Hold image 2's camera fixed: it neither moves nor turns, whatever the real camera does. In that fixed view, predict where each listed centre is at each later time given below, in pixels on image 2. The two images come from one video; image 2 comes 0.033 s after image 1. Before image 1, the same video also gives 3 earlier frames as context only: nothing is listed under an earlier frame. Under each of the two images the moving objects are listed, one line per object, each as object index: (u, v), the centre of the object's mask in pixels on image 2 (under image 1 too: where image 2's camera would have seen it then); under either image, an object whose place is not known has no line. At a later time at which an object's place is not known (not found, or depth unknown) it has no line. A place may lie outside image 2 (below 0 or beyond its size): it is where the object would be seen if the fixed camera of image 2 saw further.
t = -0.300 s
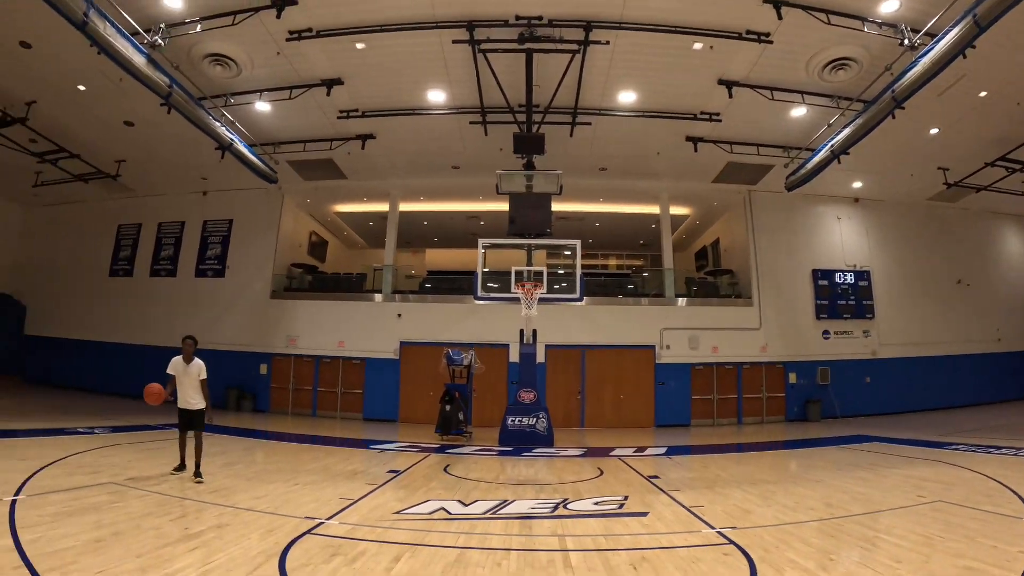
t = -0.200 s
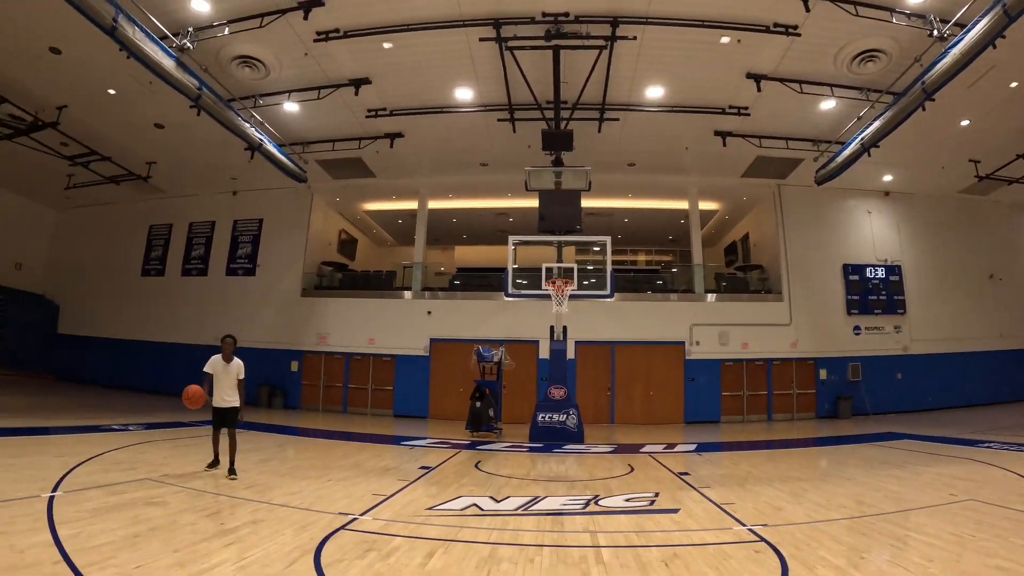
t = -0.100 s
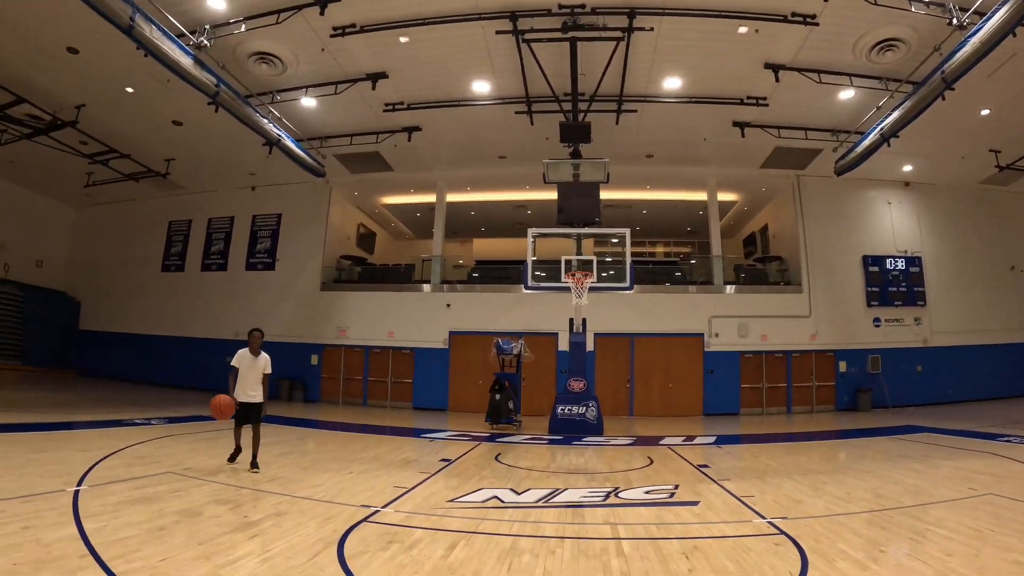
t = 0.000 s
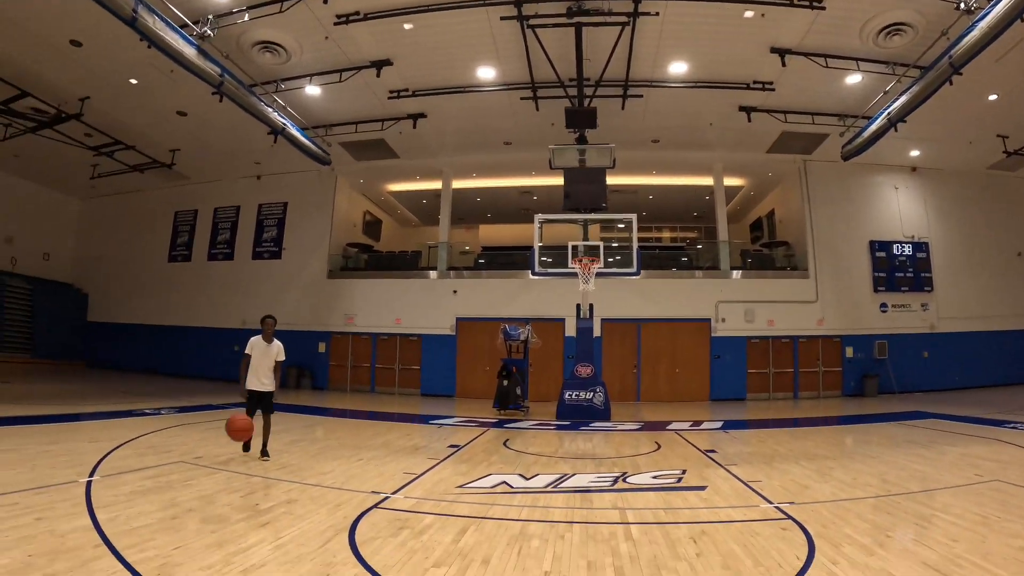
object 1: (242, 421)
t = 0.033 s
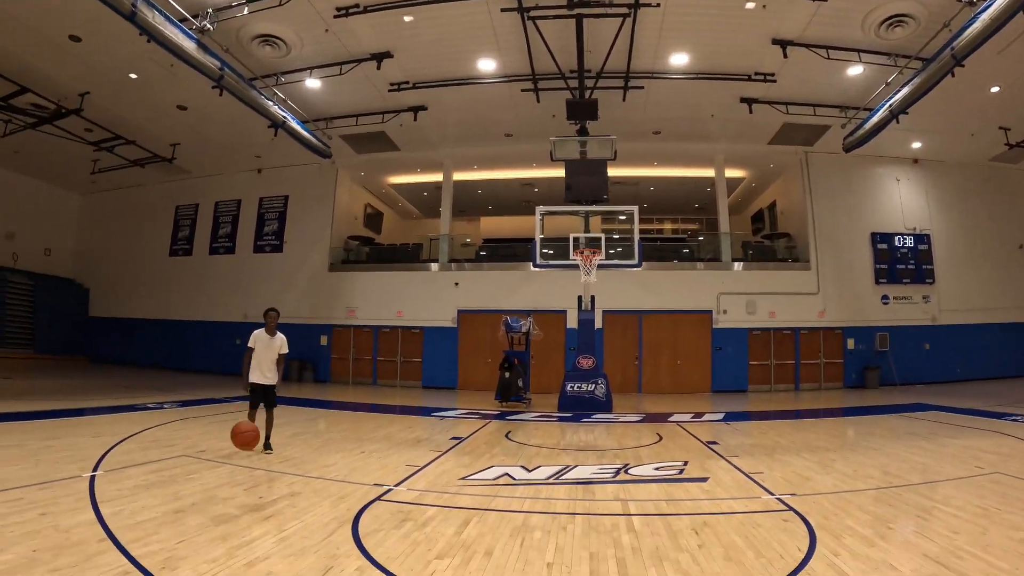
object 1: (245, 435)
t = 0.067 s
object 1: (249, 453)
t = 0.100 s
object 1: (252, 474)
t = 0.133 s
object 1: (256, 498)
